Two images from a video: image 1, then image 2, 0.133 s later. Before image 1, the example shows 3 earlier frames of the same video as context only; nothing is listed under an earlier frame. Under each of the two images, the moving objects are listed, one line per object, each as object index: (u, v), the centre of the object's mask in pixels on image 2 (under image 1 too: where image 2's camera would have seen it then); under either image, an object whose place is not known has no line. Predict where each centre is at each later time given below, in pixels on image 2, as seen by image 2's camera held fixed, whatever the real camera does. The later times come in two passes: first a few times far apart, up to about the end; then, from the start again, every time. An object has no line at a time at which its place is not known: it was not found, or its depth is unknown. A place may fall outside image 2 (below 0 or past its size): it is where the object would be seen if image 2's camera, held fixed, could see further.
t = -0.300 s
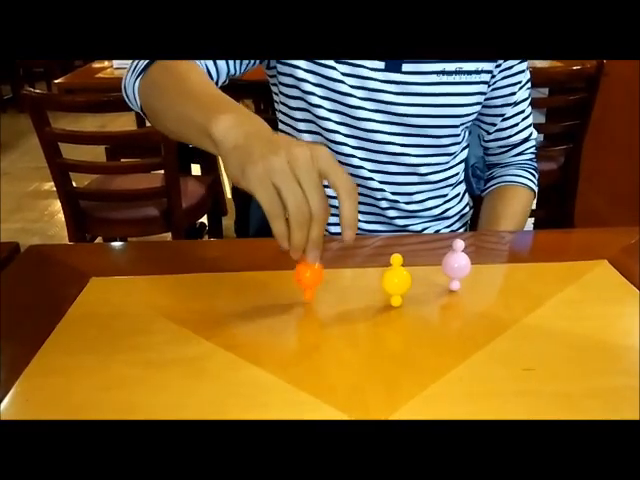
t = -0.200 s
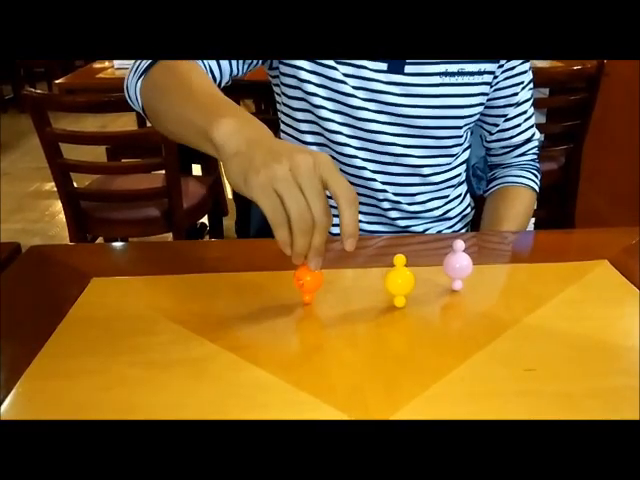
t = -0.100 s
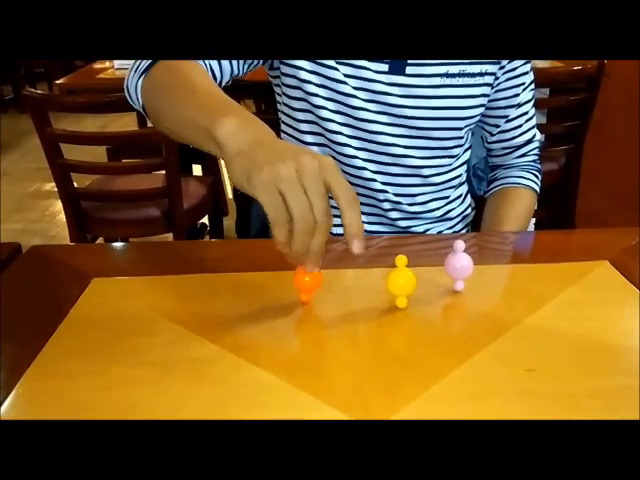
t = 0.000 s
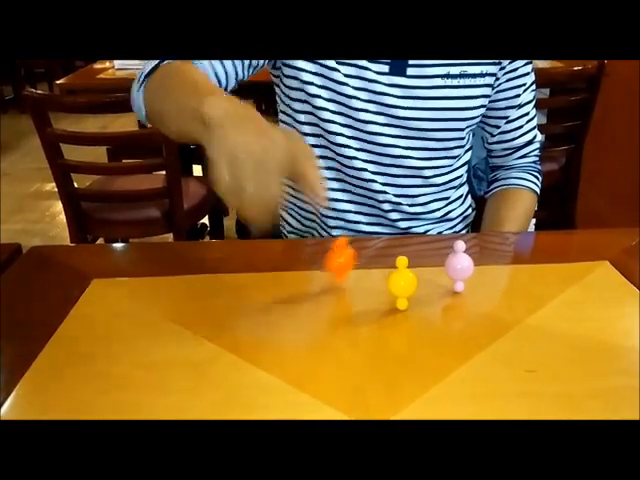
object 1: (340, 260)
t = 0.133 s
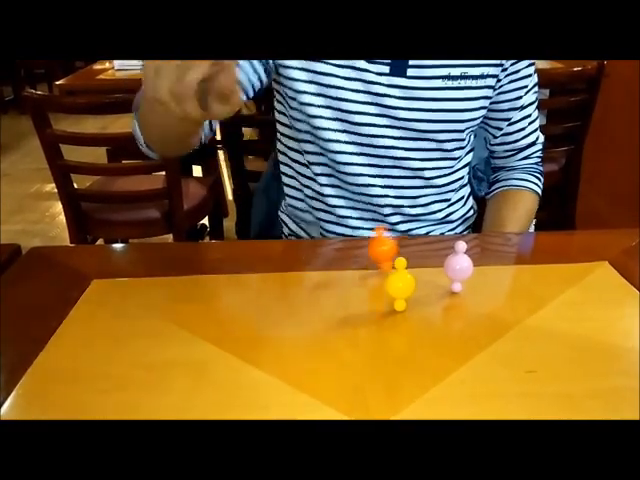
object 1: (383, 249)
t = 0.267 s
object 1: (419, 239)
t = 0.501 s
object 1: (461, 228)
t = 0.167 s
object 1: (392, 244)
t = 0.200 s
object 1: (401, 241)
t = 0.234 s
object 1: (411, 242)
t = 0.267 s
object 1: (419, 239)
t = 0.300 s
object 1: (427, 238)
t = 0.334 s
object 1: (435, 237)
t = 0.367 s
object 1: (441, 234)
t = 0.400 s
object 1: (447, 234)
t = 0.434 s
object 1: (451, 232)
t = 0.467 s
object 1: (456, 230)
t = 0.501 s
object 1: (461, 228)
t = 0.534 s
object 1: (465, 227)
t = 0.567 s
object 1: (468, 228)
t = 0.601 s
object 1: (472, 229)
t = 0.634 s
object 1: (476, 230)
